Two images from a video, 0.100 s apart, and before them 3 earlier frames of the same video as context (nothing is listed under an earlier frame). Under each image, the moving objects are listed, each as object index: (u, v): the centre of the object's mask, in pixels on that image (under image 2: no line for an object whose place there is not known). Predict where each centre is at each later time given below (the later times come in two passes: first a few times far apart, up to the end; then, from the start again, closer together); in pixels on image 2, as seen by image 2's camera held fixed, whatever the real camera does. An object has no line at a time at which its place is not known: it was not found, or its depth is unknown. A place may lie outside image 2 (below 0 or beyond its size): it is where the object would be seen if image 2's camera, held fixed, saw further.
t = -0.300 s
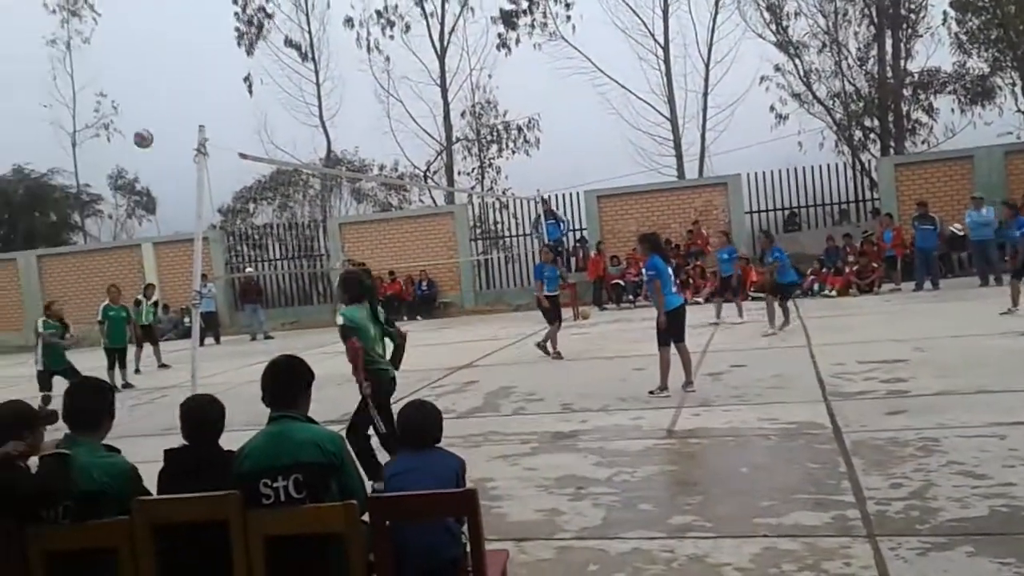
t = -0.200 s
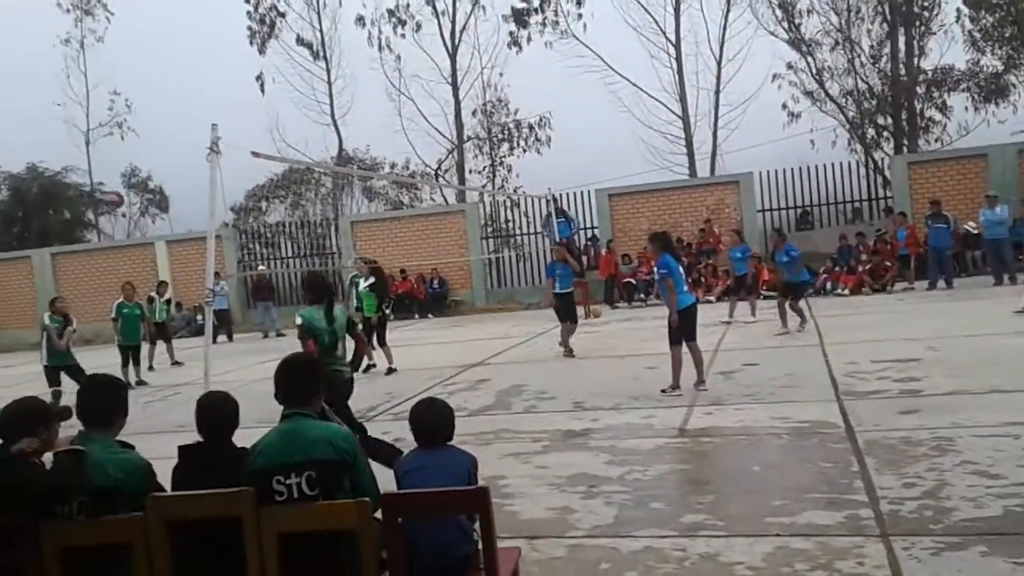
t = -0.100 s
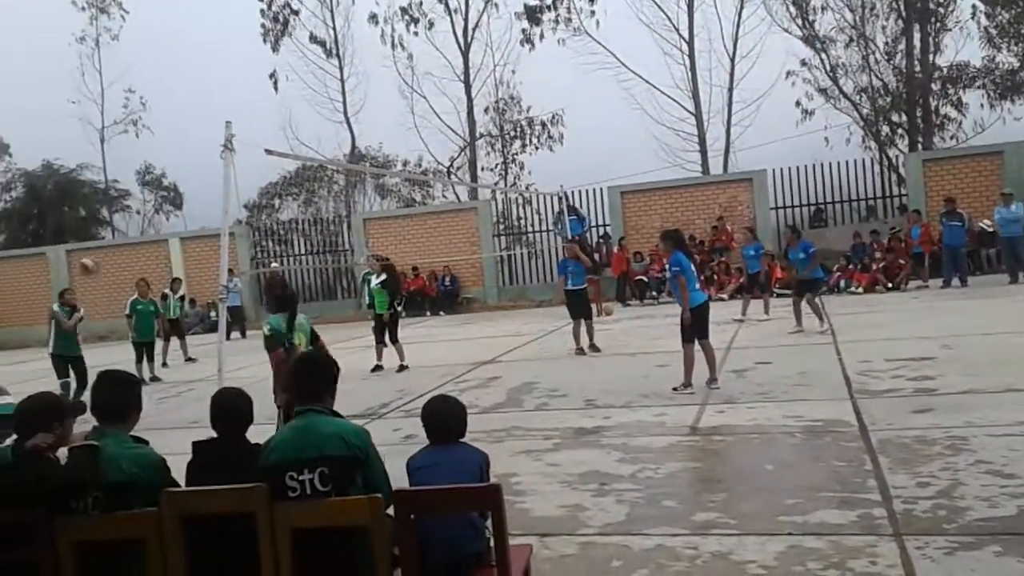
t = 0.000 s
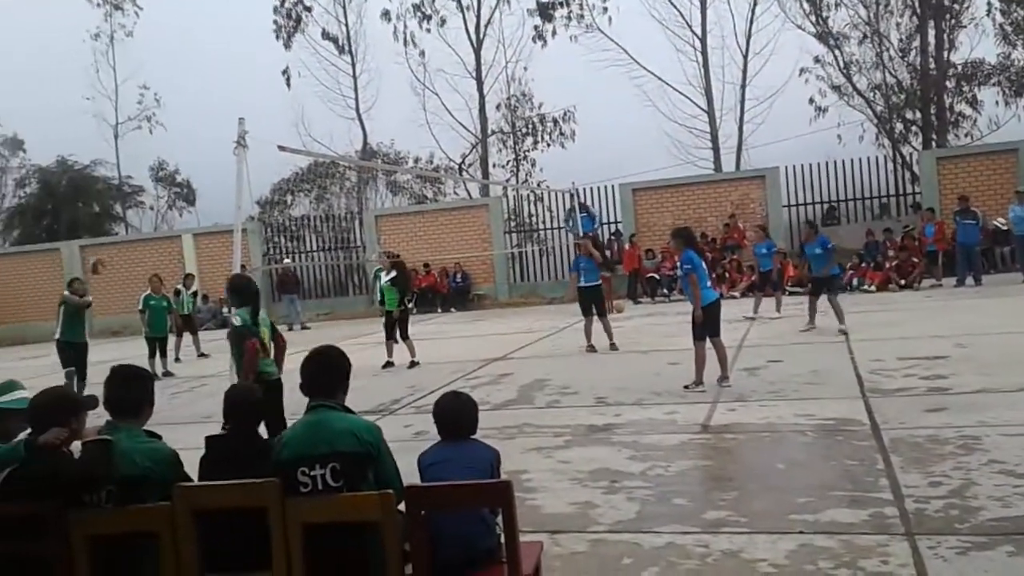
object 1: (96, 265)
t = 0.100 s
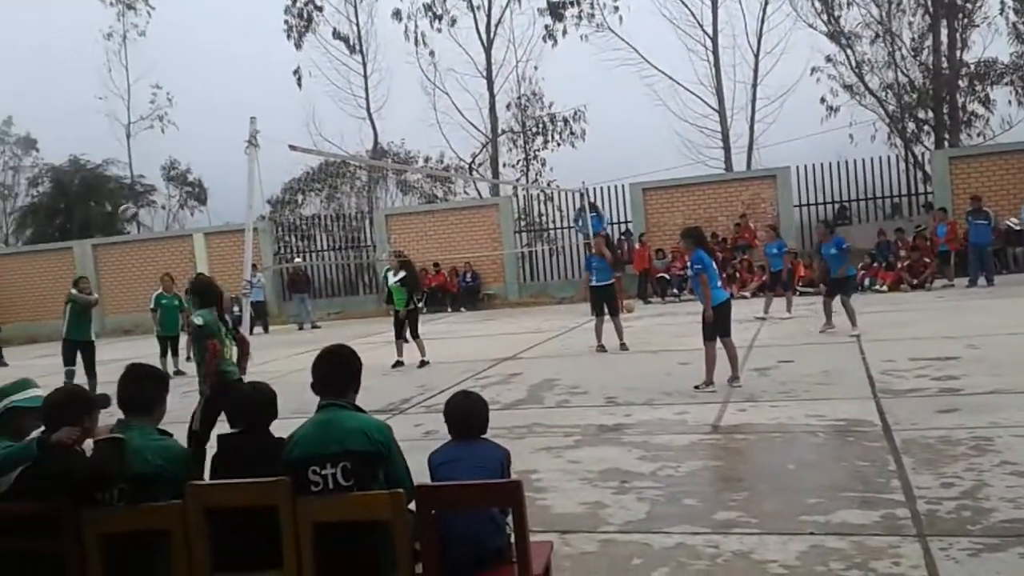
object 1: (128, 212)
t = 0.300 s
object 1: (170, 142)
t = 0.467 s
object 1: (205, 110)
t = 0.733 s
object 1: (264, 108)
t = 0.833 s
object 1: (287, 123)
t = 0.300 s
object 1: (170, 142)
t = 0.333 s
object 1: (177, 134)
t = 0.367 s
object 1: (183, 126)
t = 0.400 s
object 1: (191, 120)
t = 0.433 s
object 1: (198, 114)
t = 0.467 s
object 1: (205, 110)
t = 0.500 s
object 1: (212, 106)
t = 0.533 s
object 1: (219, 103)
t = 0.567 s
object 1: (227, 102)
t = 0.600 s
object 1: (234, 101)
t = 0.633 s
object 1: (242, 101)
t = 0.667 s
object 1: (250, 103)
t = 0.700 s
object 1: (257, 105)
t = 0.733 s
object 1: (264, 108)
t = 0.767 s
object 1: (272, 112)
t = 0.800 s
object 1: (279, 116)
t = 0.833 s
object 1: (287, 123)
